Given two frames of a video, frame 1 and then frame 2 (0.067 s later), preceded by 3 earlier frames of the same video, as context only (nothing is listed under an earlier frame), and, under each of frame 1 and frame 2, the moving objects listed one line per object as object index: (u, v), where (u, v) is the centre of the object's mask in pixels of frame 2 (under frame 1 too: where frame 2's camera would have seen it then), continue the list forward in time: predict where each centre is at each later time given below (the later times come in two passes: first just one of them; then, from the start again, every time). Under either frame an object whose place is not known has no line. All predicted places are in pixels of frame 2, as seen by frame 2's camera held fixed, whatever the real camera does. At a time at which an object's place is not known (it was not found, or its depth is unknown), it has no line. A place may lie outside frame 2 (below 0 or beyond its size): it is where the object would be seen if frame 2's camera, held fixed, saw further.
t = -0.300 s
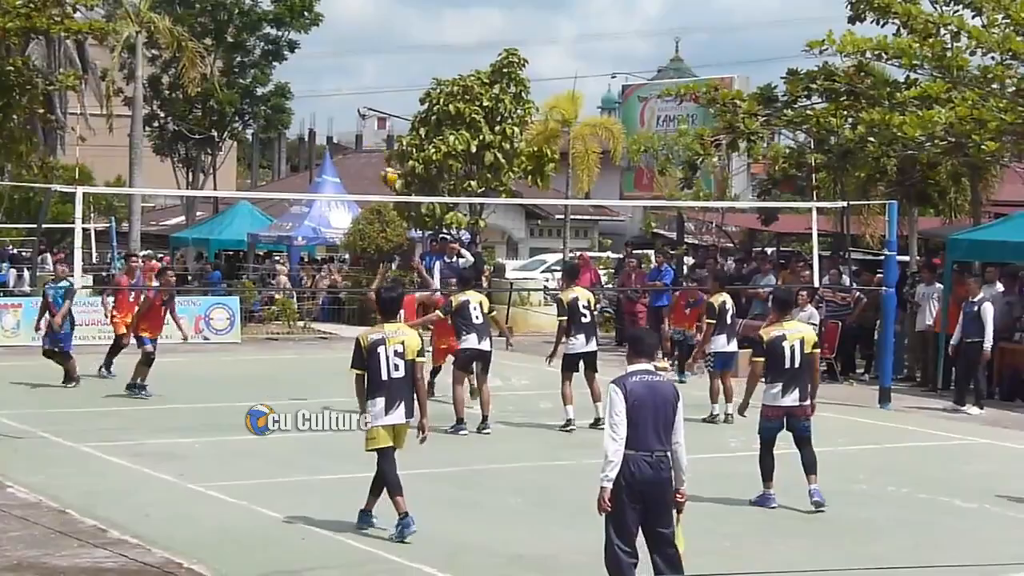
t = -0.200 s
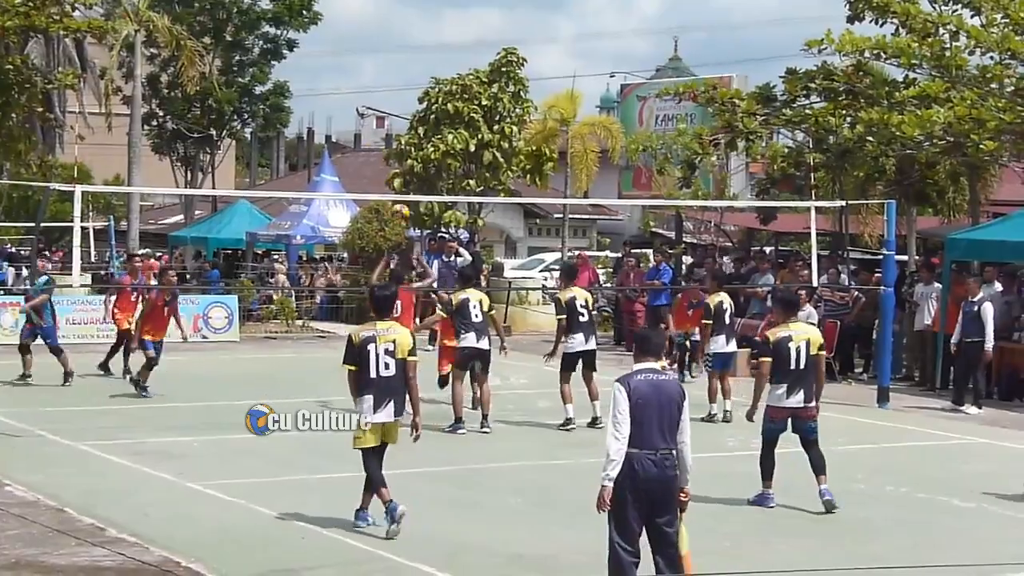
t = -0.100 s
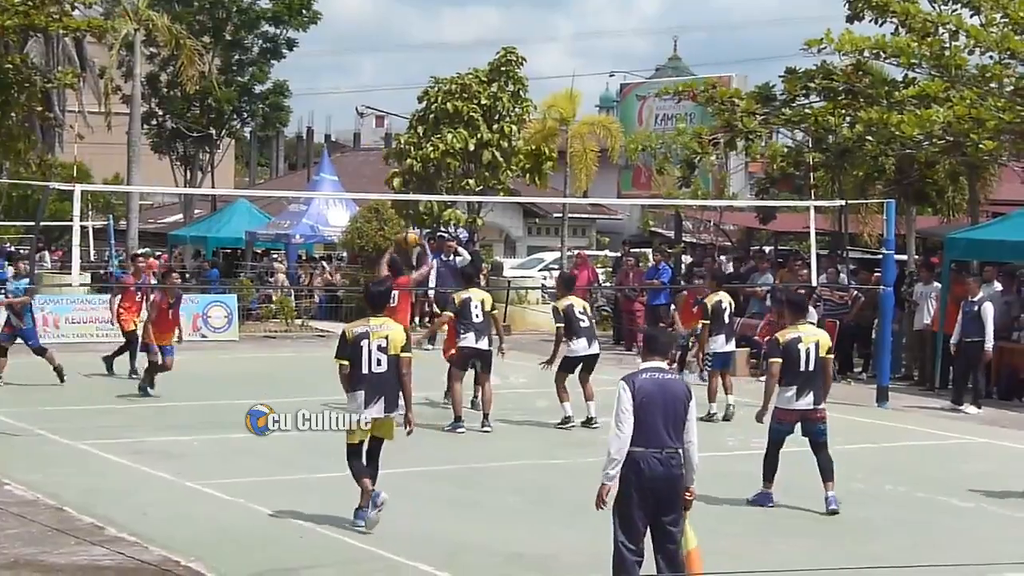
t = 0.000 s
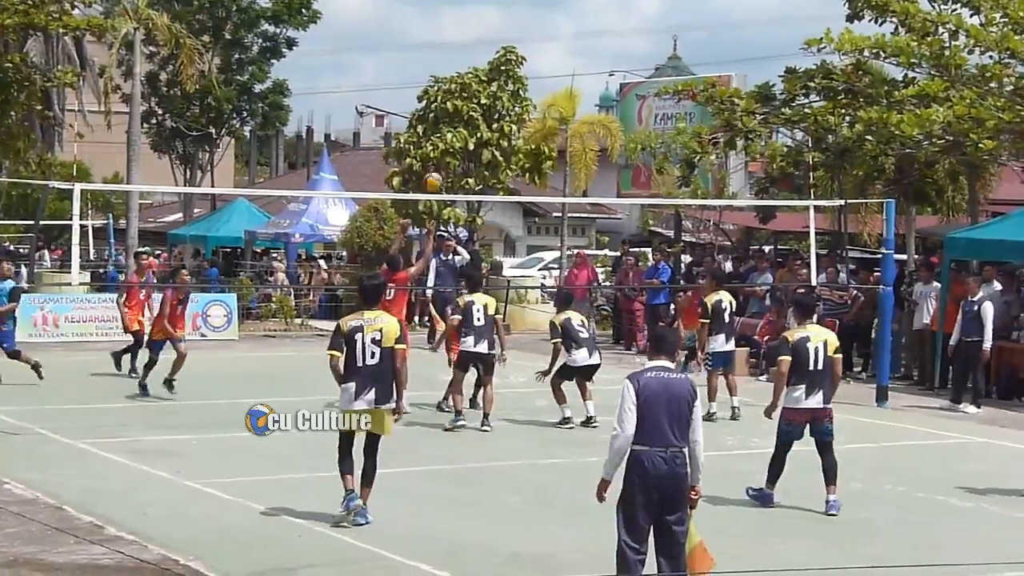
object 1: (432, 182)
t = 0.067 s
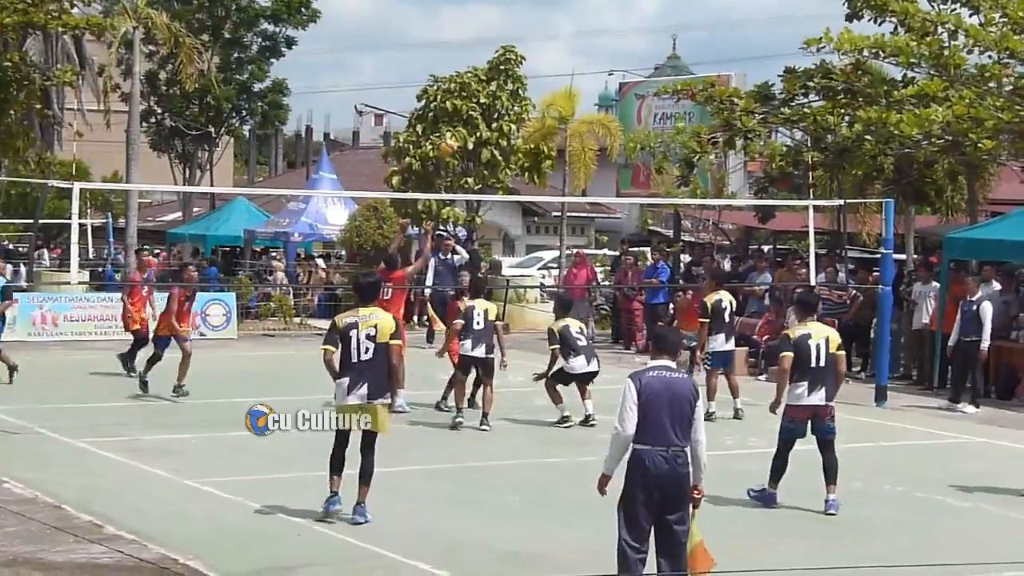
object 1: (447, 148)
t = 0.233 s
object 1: (484, 83)
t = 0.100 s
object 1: (456, 133)
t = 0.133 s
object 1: (462, 118)
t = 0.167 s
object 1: (470, 106)
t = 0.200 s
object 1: (477, 95)
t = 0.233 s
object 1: (484, 83)
